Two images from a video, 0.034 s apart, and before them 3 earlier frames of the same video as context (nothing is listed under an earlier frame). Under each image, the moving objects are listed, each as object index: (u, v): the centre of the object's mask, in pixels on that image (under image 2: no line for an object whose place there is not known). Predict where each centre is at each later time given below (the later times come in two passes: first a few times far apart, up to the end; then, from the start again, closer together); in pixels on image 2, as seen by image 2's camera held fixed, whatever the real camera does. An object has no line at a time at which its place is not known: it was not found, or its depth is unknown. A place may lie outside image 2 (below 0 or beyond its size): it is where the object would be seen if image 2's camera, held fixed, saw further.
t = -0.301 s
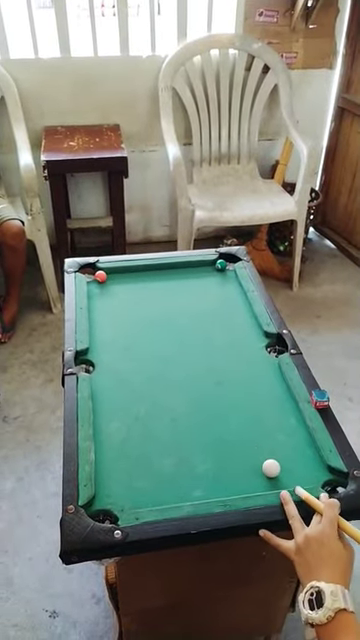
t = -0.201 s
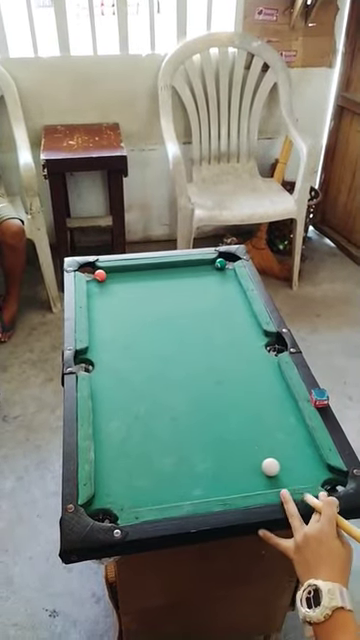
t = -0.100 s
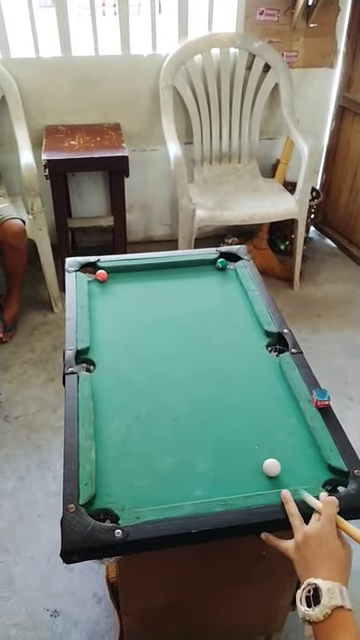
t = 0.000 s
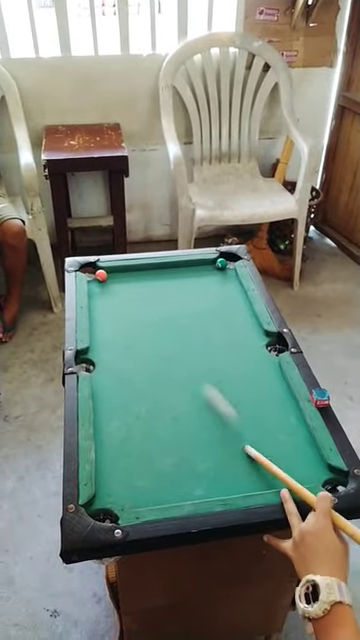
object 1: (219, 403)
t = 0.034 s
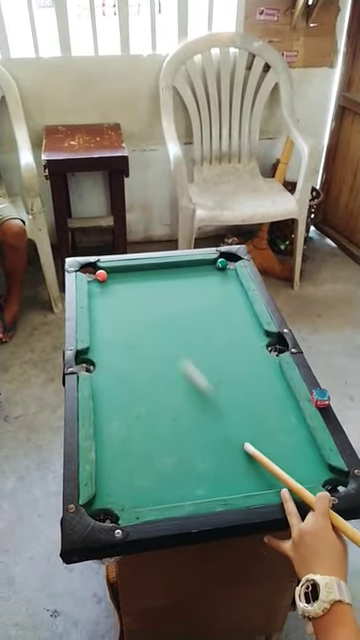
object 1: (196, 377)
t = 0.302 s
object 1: (122, 274)
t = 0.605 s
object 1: (149, 303)
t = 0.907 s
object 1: (171, 327)
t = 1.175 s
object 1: (191, 347)
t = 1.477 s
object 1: (213, 371)
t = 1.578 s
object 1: (221, 379)
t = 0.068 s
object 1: (176, 354)
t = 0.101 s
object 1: (159, 334)
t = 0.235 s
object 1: (113, 275)
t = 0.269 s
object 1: (118, 272)
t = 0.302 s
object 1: (122, 274)
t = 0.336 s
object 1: (127, 279)
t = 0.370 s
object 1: (131, 284)
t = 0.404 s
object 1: (134, 287)
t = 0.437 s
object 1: (137, 290)
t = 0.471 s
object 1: (139, 293)
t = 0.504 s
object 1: (142, 295)
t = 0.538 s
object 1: (144, 298)
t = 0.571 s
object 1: (146, 300)
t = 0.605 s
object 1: (149, 303)
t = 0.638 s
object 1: (151, 306)
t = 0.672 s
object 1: (154, 308)
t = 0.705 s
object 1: (157, 311)
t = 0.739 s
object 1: (159, 313)
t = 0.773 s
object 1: (161, 316)
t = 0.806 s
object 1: (164, 319)
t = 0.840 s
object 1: (166, 321)
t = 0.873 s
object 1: (168, 324)
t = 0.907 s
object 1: (171, 327)
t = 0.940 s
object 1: (173, 329)
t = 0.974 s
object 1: (176, 332)
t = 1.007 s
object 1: (178, 334)
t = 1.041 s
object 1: (181, 337)
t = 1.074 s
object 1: (183, 340)
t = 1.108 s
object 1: (186, 342)
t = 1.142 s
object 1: (188, 345)
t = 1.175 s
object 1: (191, 347)
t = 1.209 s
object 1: (193, 350)
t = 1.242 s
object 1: (196, 353)
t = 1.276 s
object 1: (198, 355)
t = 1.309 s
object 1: (201, 358)
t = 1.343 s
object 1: (203, 360)
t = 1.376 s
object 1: (206, 363)
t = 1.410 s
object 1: (208, 366)
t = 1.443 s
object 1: (211, 368)
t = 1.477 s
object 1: (213, 371)
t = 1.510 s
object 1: (216, 373)
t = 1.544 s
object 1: (218, 375)
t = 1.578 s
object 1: (221, 379)
